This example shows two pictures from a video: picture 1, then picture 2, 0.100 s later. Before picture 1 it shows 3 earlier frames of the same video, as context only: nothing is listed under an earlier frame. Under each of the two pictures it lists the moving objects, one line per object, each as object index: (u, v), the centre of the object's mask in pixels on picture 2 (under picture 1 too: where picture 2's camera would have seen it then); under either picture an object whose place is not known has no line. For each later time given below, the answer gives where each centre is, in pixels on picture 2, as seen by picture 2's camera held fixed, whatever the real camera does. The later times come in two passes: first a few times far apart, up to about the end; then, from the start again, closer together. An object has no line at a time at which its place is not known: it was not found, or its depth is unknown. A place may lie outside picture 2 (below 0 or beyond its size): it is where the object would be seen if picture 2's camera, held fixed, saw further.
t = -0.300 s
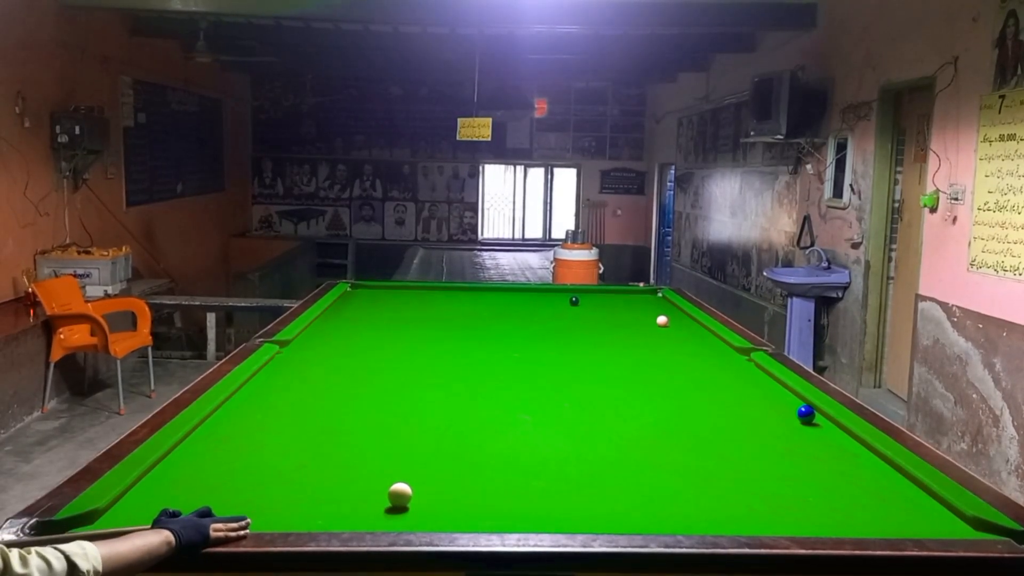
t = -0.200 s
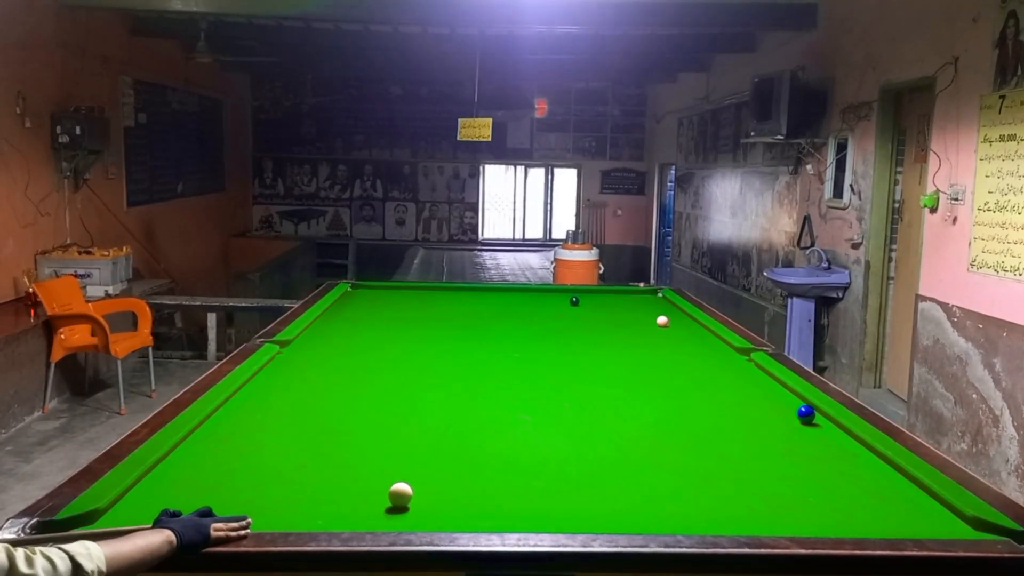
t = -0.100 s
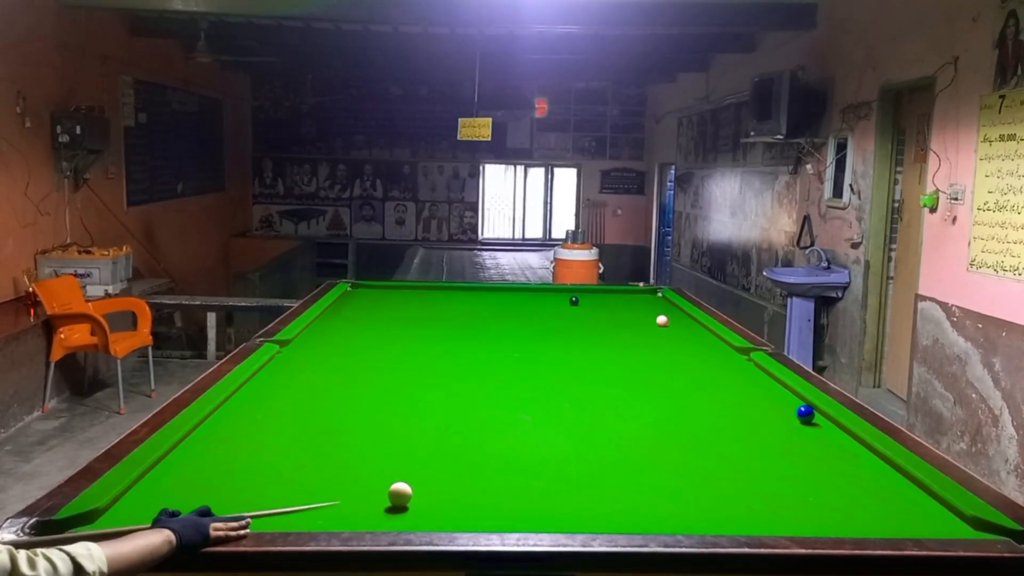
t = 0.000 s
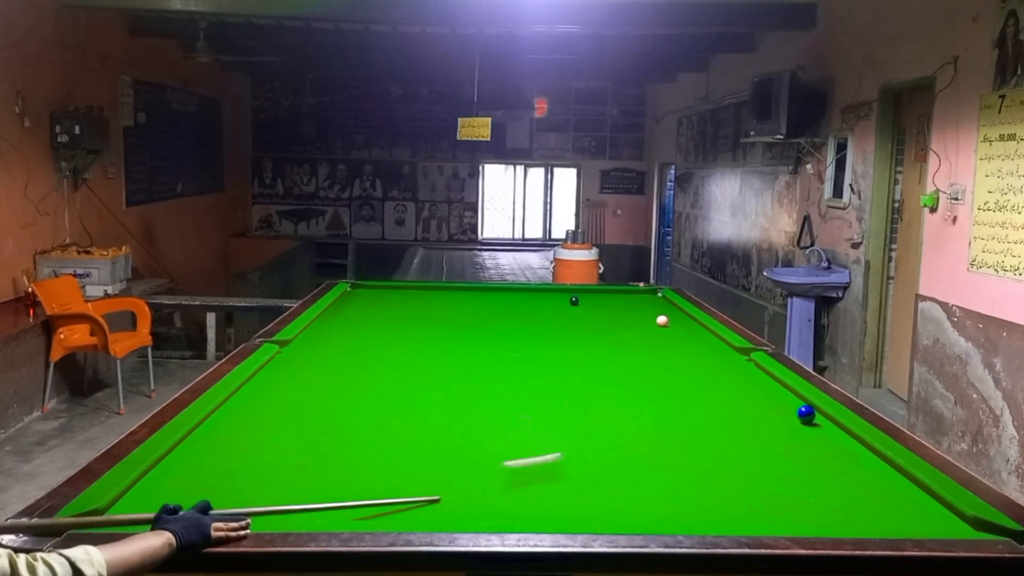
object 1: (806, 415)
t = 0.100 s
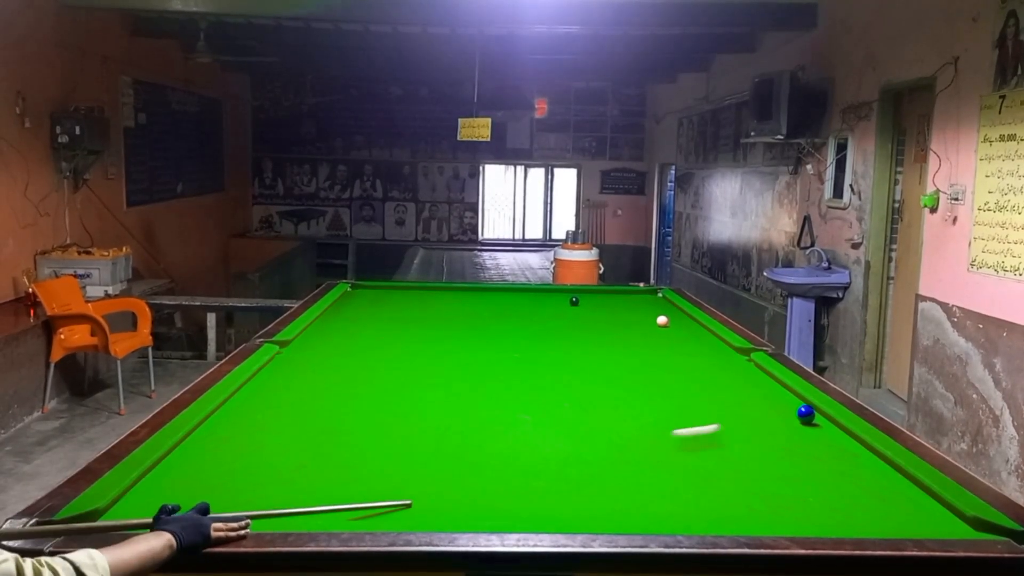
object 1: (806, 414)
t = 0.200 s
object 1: (808, 406)
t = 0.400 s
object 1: (644, 384)
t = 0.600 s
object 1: (518, 367)
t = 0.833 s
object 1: (391, 351)
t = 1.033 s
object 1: (300, 339)
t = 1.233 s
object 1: (364, 340)
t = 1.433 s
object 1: (419, 341)
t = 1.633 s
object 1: (471, 342)
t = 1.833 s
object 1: (522, 342)
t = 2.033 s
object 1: (571, 343)
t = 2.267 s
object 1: (627, 343)
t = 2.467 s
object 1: (673, 344)
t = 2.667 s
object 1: (718, 345)
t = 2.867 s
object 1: (702, 344)
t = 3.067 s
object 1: (671, 344)
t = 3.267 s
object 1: (641, 343)
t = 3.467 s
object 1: (612, 342)
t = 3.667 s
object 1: (585, 341)
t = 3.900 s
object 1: (554, 341)
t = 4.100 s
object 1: (530, 340)
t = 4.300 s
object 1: (506, 339)
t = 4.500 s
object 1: (483, 339)
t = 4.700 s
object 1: (462, 338)
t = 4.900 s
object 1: (441, 338)
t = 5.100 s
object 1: (422, 337)
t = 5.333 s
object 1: (400, 337)
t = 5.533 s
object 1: (383, 337)
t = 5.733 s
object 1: (367, 337)
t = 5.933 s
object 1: (353, 336)
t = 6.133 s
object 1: (339, 336)
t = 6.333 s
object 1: (327, 336)
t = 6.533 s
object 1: (315, 336)
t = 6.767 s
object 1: (304, 336)
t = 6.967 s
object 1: (305, 336)
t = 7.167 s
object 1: (309, 336)
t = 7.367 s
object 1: (313, 336)
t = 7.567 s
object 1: (315, 336)
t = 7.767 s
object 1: (316, 336)
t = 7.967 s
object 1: (316, 336)
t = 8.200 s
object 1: (316, 336)
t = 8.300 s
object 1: (316, 336)
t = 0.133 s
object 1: (806, 415)
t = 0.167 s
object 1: (807, 415)
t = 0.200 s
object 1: (808, 406)
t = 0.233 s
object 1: (777, 401)
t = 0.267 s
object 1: (746, 397)
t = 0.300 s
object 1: (718, 394)
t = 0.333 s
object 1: (692, 391)
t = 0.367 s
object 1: (667, 387)
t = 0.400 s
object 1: (644, 384)
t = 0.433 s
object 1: (621, 381)
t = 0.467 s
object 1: (599, 378)
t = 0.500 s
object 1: (578, 375)
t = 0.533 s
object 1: (557, 372)
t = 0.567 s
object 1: (537, 370)
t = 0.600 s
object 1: (518, 367)
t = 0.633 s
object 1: (498, 364)
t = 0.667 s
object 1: (479, 362)
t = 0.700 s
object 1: (461, 360)
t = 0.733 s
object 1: (443, 358)
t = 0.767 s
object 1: (425, 355)
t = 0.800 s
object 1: (408, 353)
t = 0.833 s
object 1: (391, 351)
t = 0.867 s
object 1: (374, 348)
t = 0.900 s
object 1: (358, 346)
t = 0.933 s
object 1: (342, 344)
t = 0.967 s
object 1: (326, 342)
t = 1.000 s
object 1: (311, 340)
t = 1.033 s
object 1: (300, 339)
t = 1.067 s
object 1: (310, 339)
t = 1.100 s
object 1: (323, 339)
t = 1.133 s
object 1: (335, 340)
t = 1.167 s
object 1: (345, 340)
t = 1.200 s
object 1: (355, 340)
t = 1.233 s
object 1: (364, 340)
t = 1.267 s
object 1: (374, 340)
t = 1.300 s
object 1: (383, 340)
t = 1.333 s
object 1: (392, 340)
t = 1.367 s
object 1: (401, 341)
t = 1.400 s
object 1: (410, 341)
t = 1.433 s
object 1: (419, 341)
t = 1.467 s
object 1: (428, 341)
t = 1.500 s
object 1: (436, 341)
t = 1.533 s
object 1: (445, 341)
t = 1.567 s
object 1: (454, 341)
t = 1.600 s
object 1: (463, 341)
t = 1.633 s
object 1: (471, 342)
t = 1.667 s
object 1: (480, 341)
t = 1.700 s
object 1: (488, 342)
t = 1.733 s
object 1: (497, 342)
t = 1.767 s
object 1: (505, 342)
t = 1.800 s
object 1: (514, 342)
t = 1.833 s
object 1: (522, 342)
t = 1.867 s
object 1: (530, 342)
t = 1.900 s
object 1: (539, 342)
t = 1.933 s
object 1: (547, 342)
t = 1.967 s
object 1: (555, 342)
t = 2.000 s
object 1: (563, 343)
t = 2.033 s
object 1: (571, 343)
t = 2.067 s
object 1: (579, 343)
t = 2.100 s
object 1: (587, 343)
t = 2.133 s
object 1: (595, 343)
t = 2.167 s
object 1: (603, 343)
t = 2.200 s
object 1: (611, 343)
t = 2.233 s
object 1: (619, 344)
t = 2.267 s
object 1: (627, 343)
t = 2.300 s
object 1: (635, 344)
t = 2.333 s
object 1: (642, 344)
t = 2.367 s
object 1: (650, 344)
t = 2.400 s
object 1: (657, 344)
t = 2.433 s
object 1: (665, 344)
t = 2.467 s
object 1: (673, 344)
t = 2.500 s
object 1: (681, 344)
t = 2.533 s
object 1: (688, 345)
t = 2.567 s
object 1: (695, 344)
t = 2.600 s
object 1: (703, 345)
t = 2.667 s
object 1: (718, 345)
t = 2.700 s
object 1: (725, 345)
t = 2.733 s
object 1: (724, 345)
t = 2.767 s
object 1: (718, 344)
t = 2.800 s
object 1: (713, 345)
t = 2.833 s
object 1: (707, 344)
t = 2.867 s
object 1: (702, 344)
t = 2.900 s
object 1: (697, 344)
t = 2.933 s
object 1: (691, 344)
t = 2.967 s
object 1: (686, 344)
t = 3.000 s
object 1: (681, 344)
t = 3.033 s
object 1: (676, 344)
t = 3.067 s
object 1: (671, 344)
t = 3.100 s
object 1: (665, 343)
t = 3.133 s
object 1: (660, 343)
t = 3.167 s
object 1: (655, 343)
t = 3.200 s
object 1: (651, 343)
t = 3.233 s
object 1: (645, 343)
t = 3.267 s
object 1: (641, 343)
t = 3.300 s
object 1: (636, 343)
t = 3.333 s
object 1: (631, 343)
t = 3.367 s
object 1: (626, 342)
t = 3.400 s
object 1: (622, 342)
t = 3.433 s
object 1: (617, 342)
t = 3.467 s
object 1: (612, 342)
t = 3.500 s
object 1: (608, 342)
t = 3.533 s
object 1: (603, 342)
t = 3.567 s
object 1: (598, 342)
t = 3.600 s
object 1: (594, 342)
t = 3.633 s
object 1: (589, 342)
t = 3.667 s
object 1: (585, 341)
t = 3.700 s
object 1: (581, 341)
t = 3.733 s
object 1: (576, 341)
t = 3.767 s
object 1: (572, 341)
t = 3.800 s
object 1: (567, 341)
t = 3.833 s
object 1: (563, 341)
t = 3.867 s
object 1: (559, 341)
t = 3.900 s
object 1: (554, 341)
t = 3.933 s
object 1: (550, 340)
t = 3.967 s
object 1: (546, 340)
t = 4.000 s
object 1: (542, 340)
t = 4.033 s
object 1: (538, 340)
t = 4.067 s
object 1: (534, 340)
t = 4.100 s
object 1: (530, 340)
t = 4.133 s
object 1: (526, 340)
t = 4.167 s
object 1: (522, 340)
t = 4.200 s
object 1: (518, 340)
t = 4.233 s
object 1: (514, 340)
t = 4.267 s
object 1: (510, 339)
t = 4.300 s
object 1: (506, 339)
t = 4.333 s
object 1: (502, 339)
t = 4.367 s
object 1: (498, 339)
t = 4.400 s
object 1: (494, 339)
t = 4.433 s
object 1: (491, 339)
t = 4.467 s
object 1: (487, 339)
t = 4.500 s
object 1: (483, 339)
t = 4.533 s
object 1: (479, 339)
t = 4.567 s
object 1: (476, 339)
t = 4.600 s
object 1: (472, 339)
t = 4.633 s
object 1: (468, 339)
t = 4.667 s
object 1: (465, 339)
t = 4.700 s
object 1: (462, 338)
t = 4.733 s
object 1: (458, 338)
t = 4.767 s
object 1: (455, 338)
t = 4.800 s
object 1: (451, 338)
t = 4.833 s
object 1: (448, 338)
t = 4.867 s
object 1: (444, 338)
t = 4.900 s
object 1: (441, 338)
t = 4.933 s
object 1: (438, 338)
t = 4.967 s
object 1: (434, 337)
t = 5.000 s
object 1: (431, 338)
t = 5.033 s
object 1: (428, 337)
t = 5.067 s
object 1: (425, 337)
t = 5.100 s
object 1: (422, 337)
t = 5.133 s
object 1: (418, 337)
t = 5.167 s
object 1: (415, 337)
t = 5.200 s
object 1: (412, 337)
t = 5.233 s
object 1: (409, 337)
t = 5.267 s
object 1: (406, 337)
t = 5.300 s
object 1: (403, 337)
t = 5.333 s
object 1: (400, 337)
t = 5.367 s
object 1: (397, 337)
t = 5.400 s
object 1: (394, 337)
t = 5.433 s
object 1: (392, 337)
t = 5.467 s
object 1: (389, 337)
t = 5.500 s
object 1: (386, 337)
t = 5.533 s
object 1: (383, 337)
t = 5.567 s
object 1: (380, 337)
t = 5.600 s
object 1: (378, 337)
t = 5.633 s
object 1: (375, 337)
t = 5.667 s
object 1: (372, 337)
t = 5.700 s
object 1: (370, 337)
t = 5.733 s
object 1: (367, 337)
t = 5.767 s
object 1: (365, 336)
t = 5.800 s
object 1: (362, 337)
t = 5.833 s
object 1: (360, 337)
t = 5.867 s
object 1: (357, 337)
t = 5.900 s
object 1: (355, 336)
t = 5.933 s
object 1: (353, 336)
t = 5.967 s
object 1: (350, 336)
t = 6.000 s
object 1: (348, 336)
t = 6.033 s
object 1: (346, 336)
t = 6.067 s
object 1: (343, 336)
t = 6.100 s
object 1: (341, 336)
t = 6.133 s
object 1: (339, 336)
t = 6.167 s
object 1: (337, 336)
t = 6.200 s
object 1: (335, 336)
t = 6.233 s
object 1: (333, 336)
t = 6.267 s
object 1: (331, 336)
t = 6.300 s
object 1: (329, 336)
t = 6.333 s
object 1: (327, 336)
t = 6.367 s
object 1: (325, 336)
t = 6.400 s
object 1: (323, 336)
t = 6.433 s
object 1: (321, 336)
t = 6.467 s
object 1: (319, 336)
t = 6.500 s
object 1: (317, 336)
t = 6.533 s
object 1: (315, 336)
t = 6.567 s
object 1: (314, 336)
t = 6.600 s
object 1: (312, 336)
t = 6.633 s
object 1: (310, 336)
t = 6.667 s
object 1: (309, 336)
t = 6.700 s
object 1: (307, 336)
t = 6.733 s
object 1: (306, 336)
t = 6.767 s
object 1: (304, 336)
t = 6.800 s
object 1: (303, 336)
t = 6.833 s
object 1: (302, 336)
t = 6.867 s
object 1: (303, 336)
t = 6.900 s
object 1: (304, 336)
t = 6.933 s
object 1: (304, 336)
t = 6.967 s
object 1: (305, 336)
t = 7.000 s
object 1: (306, 336)
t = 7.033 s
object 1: (307, 336)
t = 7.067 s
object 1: (307, 336)
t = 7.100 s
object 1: (308, 336)
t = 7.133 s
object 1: (309, 336)
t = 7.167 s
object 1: (309, 336)
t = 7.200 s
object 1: (310, 336)
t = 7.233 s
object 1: (311, 336)
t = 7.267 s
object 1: (311, 336)
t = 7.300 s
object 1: (312, 336)
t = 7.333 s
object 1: (313, 336)
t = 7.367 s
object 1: (313, 336)
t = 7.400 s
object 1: (314, 336)
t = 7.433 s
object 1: (314, 336)
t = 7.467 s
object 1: (314, 336)
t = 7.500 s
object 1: (315, 336)
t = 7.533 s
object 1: (315, 336)
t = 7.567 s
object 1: (315, 336)
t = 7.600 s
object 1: (316, 336)
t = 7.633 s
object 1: (316, 336)
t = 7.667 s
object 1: (316, 336)
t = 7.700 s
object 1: (316, 336)
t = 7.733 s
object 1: (316, 336)
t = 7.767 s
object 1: (316, 336)
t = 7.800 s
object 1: (316, 336)
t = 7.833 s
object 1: (316, 336)
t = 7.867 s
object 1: (316, 336)
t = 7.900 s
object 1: (316, 336)
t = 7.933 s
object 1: (316, 336)
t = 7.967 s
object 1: (316, 336)
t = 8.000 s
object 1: (316, 336)
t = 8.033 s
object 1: (316, 336)
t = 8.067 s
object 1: (316, 336)
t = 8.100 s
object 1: (316, 336)
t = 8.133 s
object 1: (316, 336)
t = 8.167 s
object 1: (316, 336)
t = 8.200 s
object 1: (316, 336)
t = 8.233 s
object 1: (316, 336)
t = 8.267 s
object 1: (316, 336)
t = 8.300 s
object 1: (316, 336)
